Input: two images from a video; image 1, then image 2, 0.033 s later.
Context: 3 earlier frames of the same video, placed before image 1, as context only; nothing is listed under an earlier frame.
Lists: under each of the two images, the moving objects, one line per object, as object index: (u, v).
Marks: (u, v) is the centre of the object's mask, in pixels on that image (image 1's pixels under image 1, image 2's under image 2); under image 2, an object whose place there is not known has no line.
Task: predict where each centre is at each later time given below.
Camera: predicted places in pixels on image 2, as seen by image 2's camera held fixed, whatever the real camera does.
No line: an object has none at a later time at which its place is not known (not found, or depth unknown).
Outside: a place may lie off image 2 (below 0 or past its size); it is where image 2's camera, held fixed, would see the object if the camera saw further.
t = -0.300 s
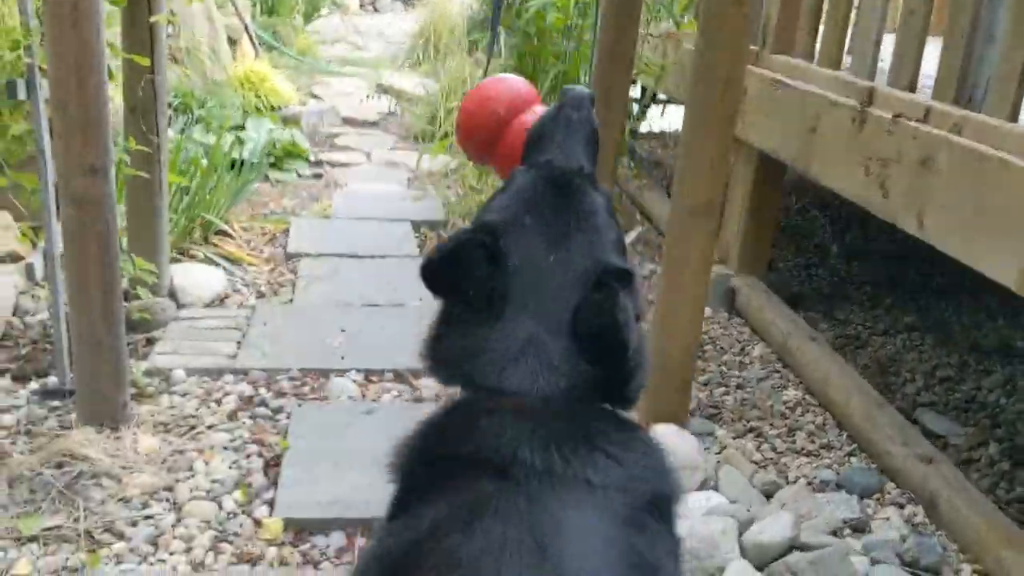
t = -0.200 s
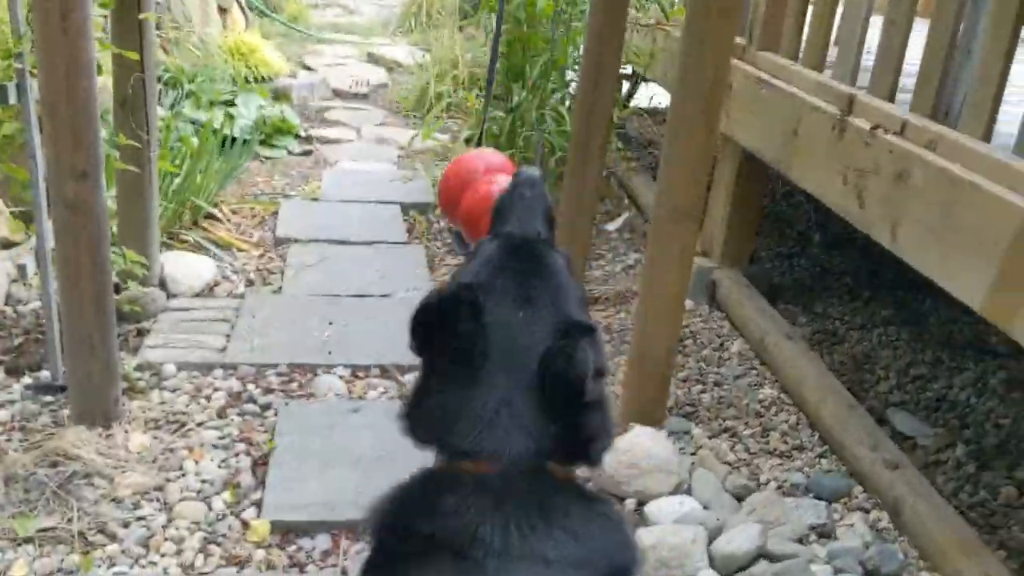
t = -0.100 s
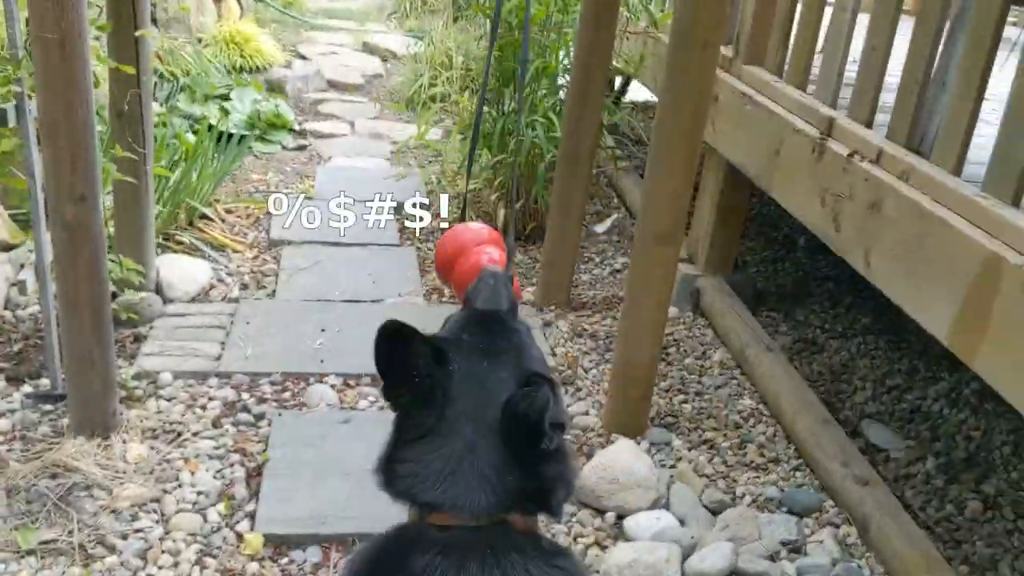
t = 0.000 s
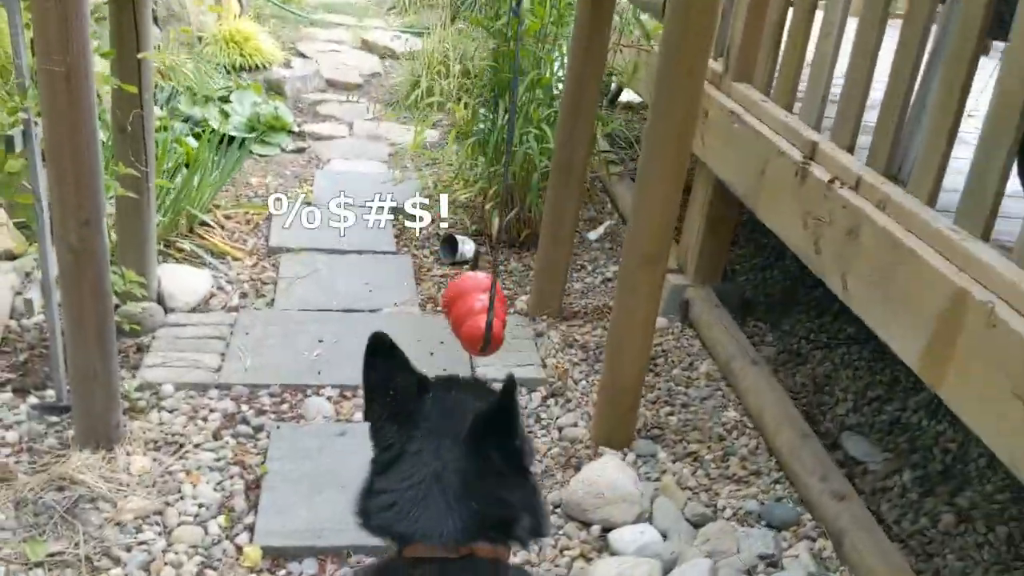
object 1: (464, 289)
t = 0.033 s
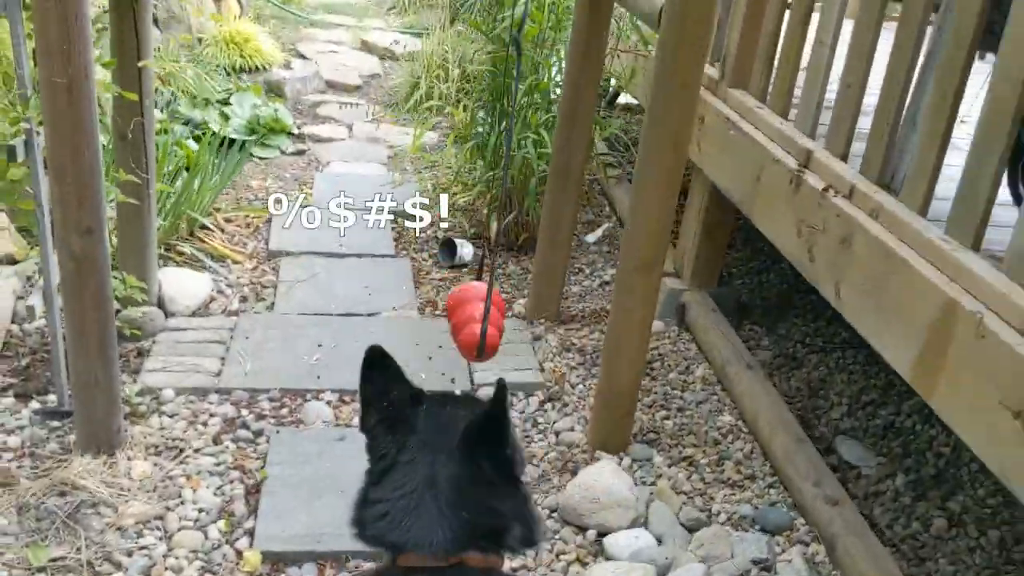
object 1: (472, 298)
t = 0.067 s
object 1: (479, 298)
